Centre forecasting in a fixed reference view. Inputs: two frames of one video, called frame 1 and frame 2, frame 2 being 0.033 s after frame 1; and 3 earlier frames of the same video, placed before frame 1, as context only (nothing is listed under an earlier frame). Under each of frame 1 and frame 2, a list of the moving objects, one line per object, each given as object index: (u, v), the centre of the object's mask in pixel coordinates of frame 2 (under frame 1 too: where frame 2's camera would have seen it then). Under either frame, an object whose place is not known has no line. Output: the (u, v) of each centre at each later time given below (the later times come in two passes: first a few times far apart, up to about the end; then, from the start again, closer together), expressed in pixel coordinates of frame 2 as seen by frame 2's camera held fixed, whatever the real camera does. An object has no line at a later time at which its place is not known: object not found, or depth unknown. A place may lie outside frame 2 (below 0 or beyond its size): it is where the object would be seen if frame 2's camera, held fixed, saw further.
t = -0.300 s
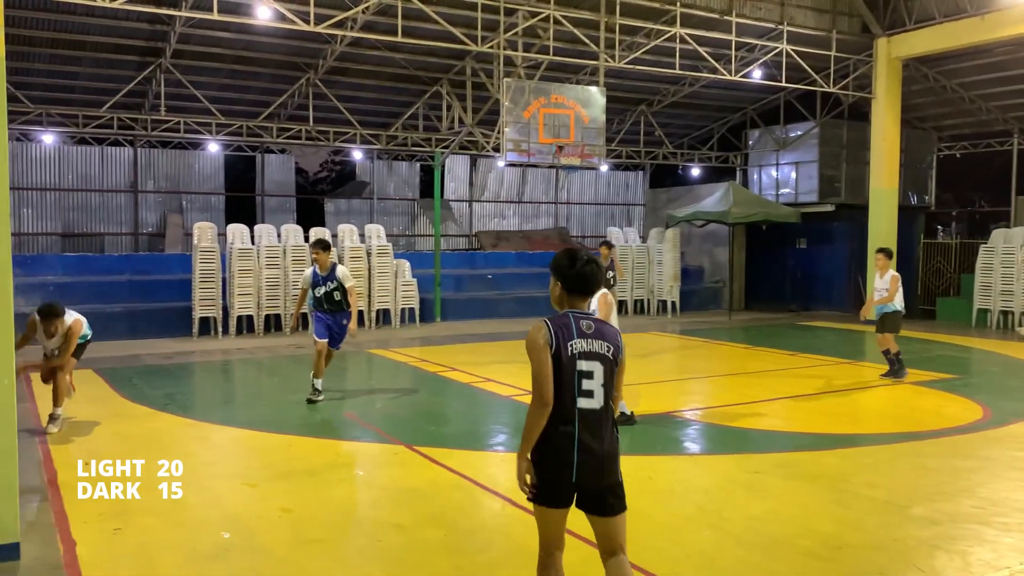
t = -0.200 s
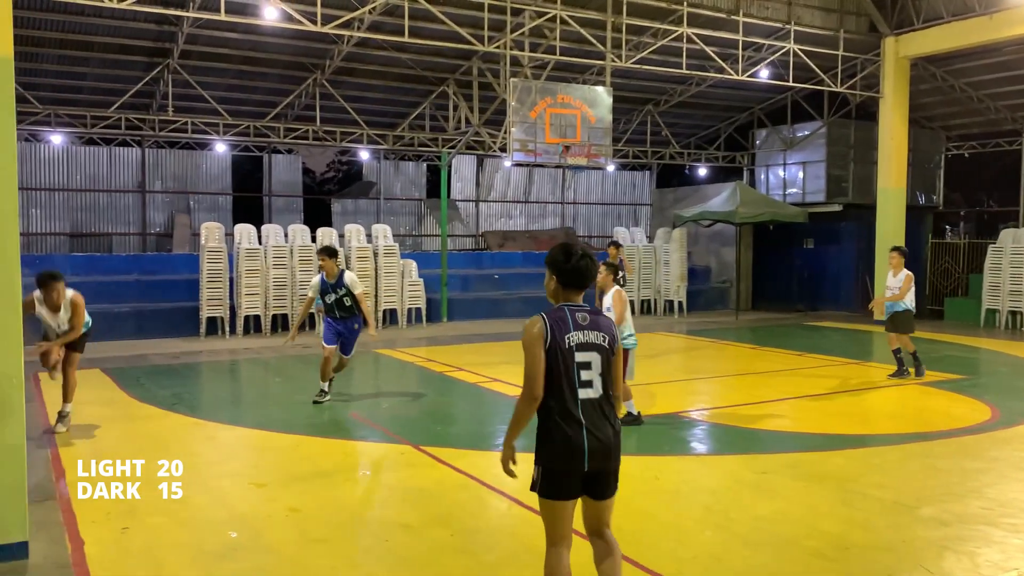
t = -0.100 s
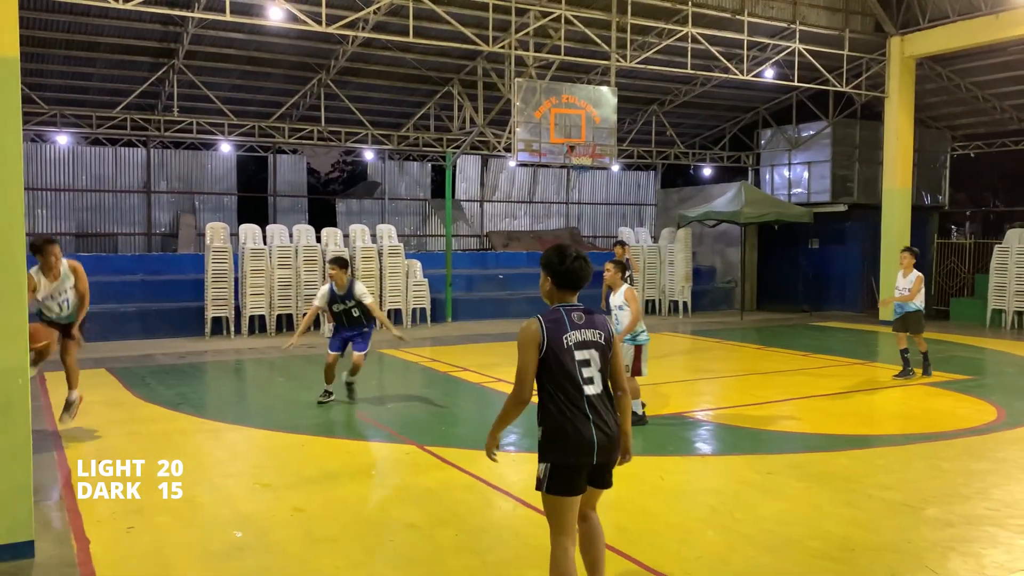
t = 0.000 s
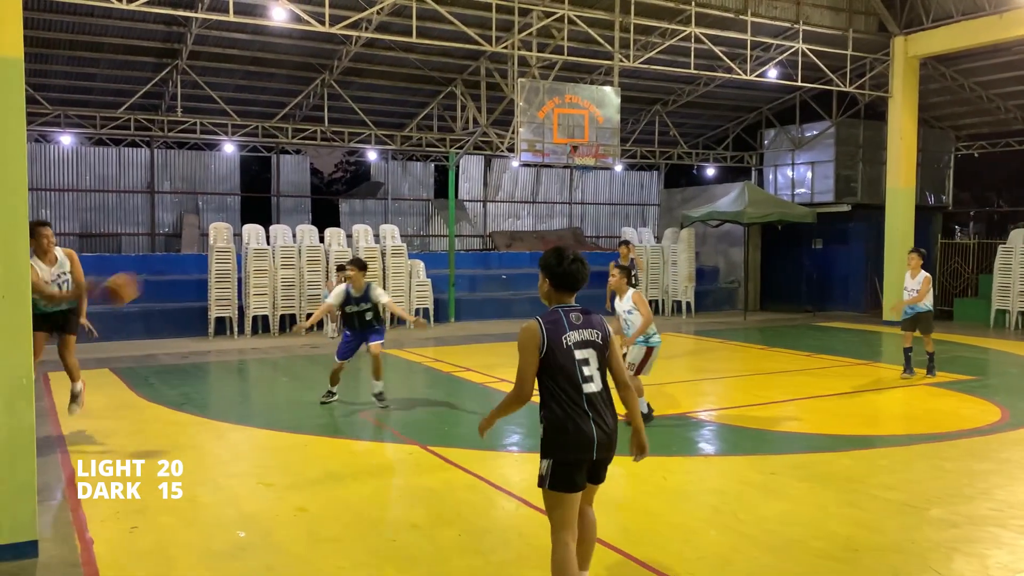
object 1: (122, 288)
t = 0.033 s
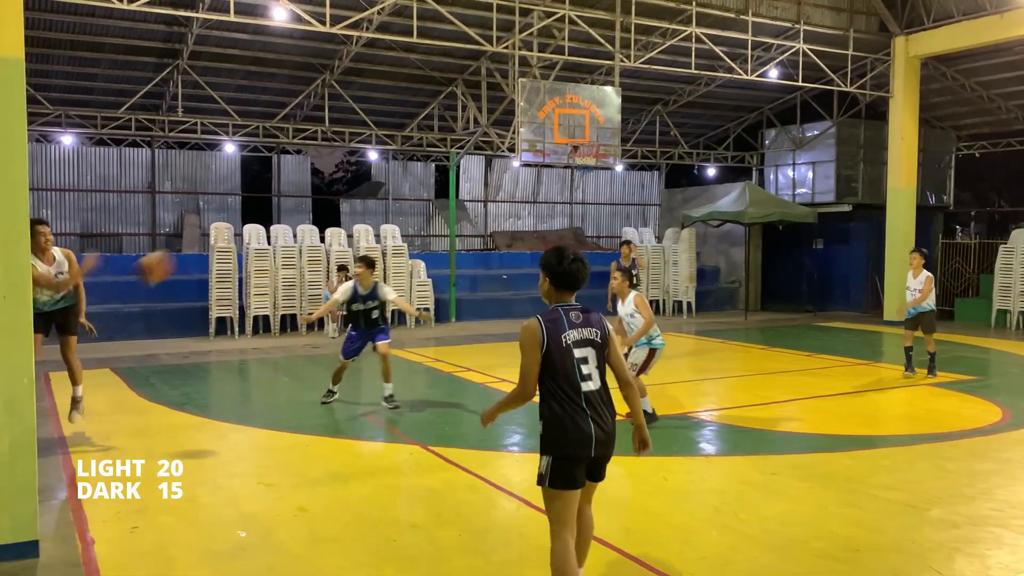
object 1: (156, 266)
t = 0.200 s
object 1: (318, 183)
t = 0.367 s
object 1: (476, 137)
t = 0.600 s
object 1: (687, 130)
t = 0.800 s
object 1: (863, 177)
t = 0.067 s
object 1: (188, 247)
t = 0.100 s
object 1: (221, 229)
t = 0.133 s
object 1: (254, 210)
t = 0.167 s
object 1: (284, 197)
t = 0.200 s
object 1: (318, 183)
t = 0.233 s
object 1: (349, 172)
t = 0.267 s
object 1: (381, 160)
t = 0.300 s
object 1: (412, 151)
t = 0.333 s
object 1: (444, 144)
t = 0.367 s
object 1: (476, 137)
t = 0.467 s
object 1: (568, 126)
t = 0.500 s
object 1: (597, 124)
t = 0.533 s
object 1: (629, 125)
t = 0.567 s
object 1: (658, 127)
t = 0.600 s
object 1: (687, 130)
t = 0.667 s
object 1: (747, 140)
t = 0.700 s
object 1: (776, 146)
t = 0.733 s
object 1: (805, 155)
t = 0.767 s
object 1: (836, 165)
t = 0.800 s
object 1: (863, 177)
